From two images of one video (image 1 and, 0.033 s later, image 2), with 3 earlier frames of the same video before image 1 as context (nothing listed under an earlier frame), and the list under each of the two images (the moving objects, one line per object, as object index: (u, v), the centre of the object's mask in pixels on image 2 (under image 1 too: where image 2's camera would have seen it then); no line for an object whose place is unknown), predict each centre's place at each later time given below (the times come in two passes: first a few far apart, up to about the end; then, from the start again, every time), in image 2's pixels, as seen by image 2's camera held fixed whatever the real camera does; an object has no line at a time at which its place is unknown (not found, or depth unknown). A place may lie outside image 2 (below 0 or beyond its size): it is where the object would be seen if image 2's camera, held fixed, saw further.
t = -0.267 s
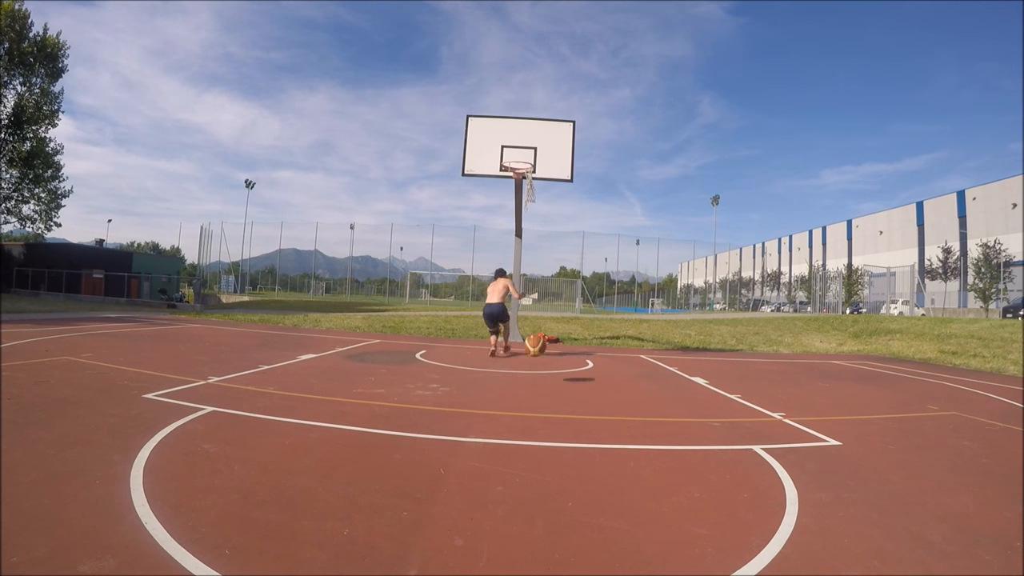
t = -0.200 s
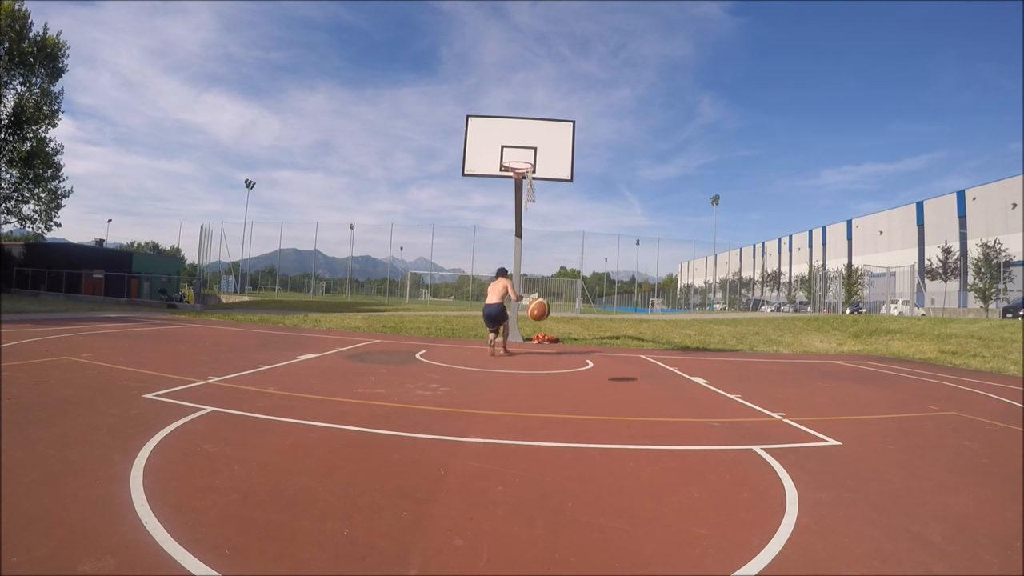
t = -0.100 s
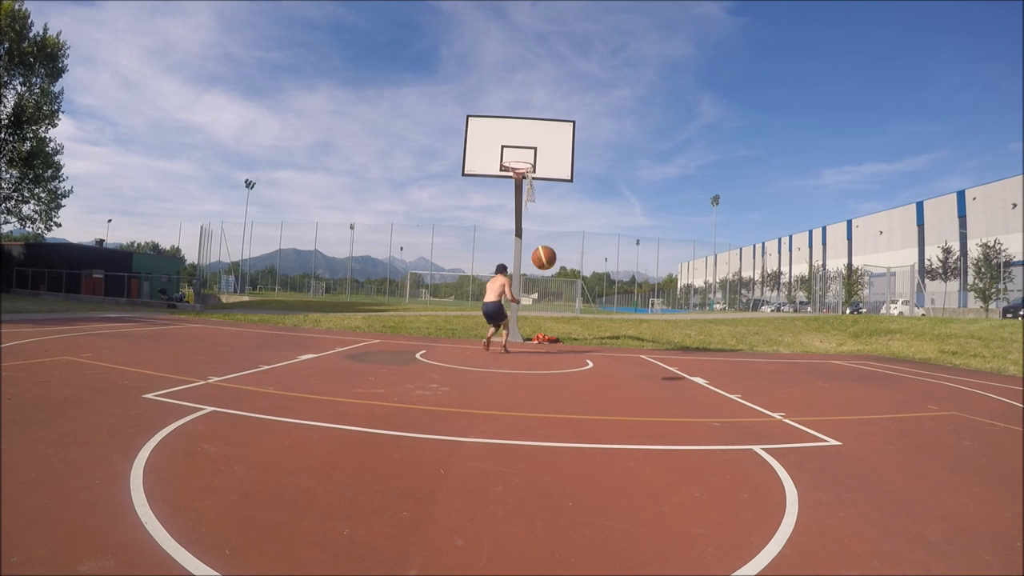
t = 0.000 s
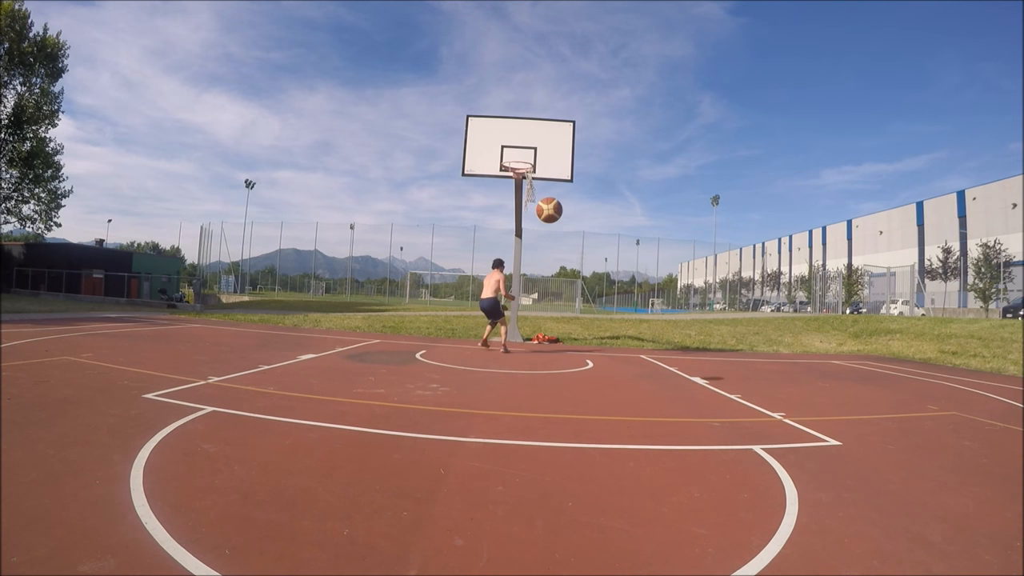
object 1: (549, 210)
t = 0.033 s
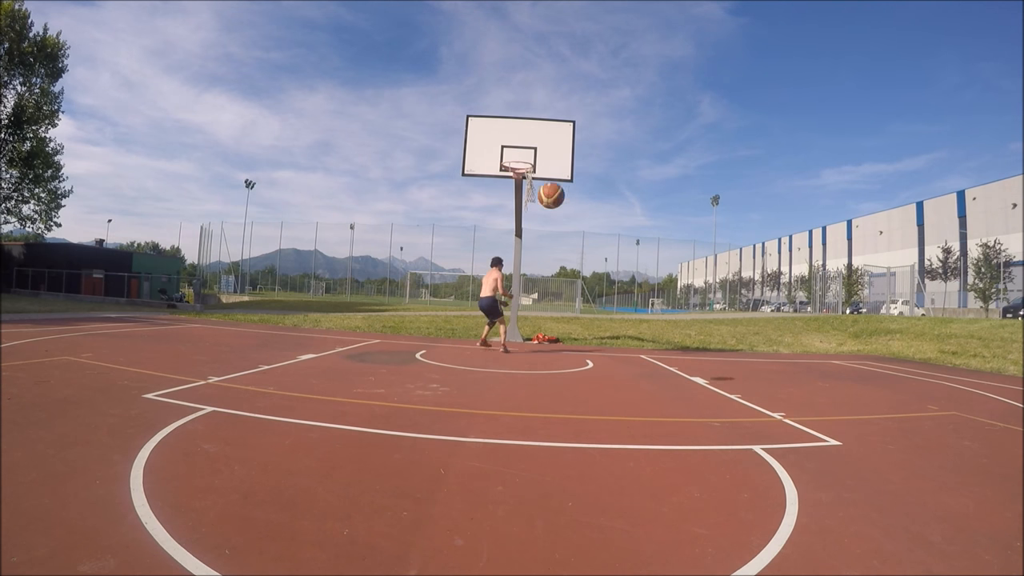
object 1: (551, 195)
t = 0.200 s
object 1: (560, 133)
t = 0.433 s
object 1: (575, 82)
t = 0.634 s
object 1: (592, 88)
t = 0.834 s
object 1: (621, 198)
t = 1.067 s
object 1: (676, 516)
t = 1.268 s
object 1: (845, 135)
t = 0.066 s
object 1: (553, 181)
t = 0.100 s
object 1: (554, 168)
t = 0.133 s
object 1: (556, 155)
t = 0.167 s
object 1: (558, 143)
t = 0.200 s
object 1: (560, 133)
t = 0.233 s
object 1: (562, 123)
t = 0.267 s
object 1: (564, 113)
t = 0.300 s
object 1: (566, 105)
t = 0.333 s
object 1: (568, 97)
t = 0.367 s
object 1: (570, 91)
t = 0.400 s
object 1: (572, 86)
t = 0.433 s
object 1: (575, 82)
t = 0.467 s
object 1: (577, 79)
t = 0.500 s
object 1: (580, 77)
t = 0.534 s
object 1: (583, 77)
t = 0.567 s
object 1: (586, 78)
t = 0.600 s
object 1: (589, 82)
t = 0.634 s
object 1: (592, 88)
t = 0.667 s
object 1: (596, 96)
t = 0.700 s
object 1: (600, 107)
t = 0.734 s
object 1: (605, 122)
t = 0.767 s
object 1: (610, 141)
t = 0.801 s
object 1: (615, 166)
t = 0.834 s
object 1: (621, 198)
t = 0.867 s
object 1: (627, 237)
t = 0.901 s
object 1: (633, 288)
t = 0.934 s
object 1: (639, 350)
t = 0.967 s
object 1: (644, 424)
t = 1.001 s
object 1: (647, 512)
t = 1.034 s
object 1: (654, 549)
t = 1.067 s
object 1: (676, 516)
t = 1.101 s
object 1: (699, 469)
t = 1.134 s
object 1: (724, 416)
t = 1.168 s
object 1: (753, 355)
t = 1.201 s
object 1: (783, 288)
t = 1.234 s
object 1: (813, 214)
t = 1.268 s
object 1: (845, 135)
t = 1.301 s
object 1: (875, 60)
